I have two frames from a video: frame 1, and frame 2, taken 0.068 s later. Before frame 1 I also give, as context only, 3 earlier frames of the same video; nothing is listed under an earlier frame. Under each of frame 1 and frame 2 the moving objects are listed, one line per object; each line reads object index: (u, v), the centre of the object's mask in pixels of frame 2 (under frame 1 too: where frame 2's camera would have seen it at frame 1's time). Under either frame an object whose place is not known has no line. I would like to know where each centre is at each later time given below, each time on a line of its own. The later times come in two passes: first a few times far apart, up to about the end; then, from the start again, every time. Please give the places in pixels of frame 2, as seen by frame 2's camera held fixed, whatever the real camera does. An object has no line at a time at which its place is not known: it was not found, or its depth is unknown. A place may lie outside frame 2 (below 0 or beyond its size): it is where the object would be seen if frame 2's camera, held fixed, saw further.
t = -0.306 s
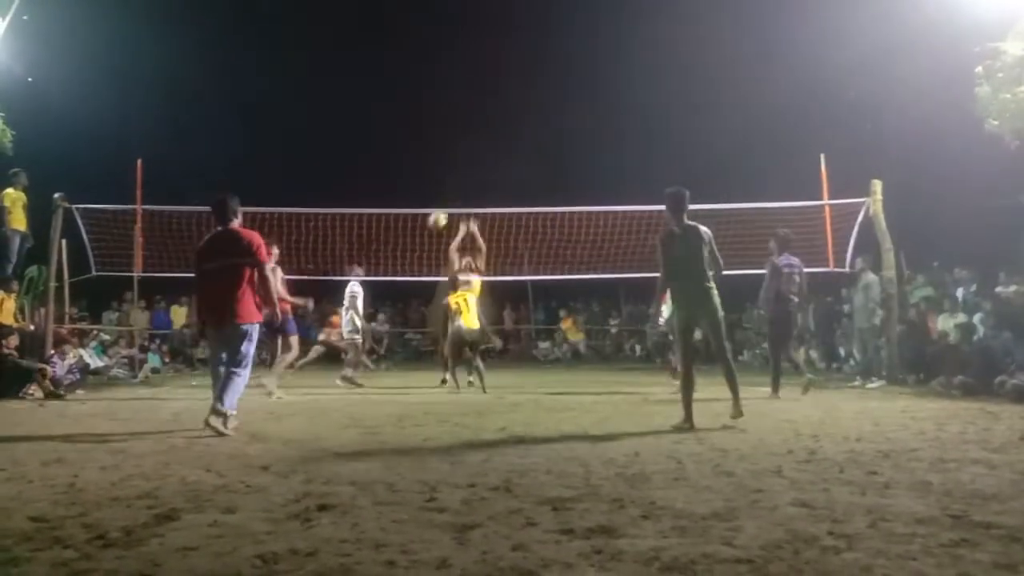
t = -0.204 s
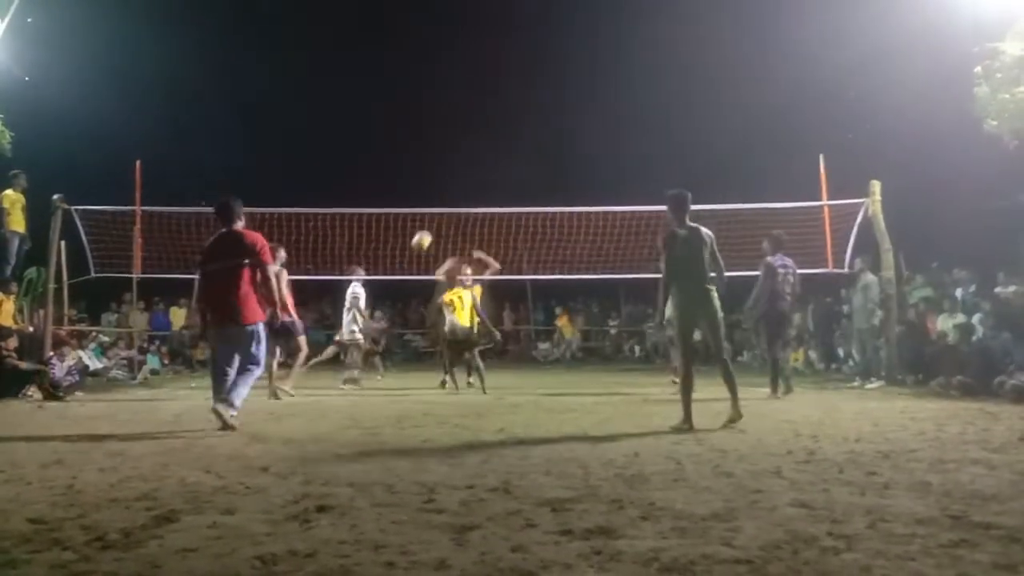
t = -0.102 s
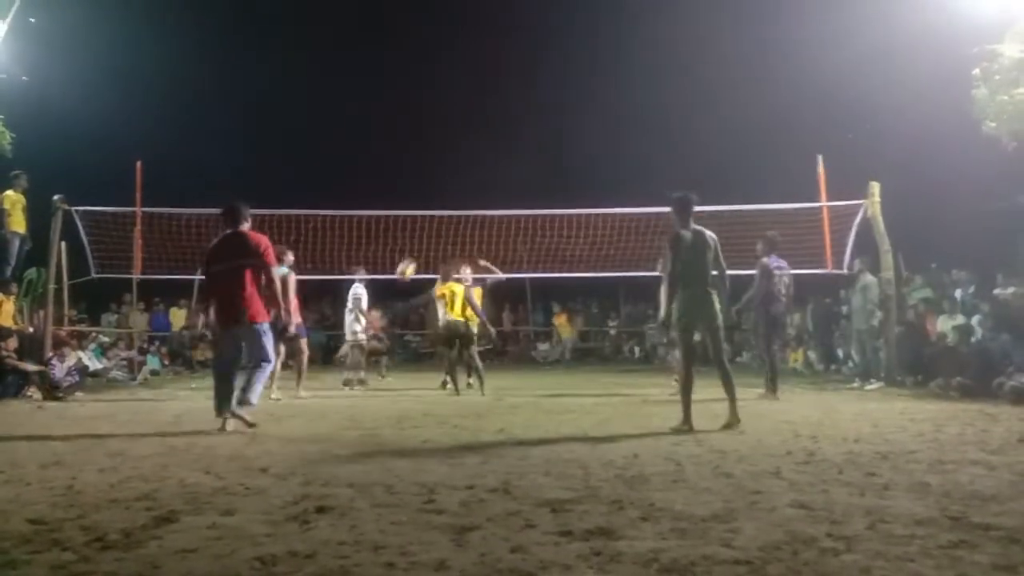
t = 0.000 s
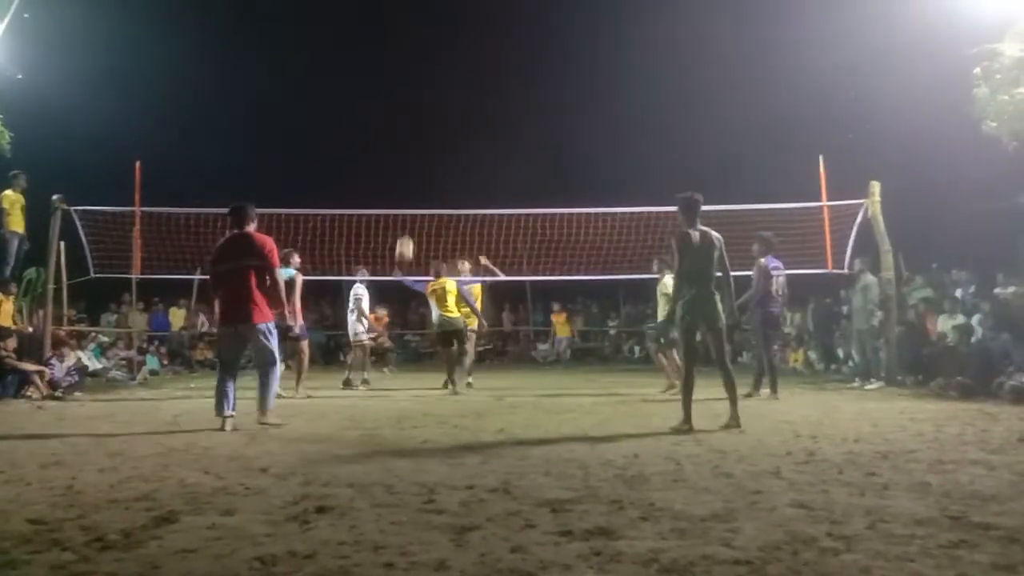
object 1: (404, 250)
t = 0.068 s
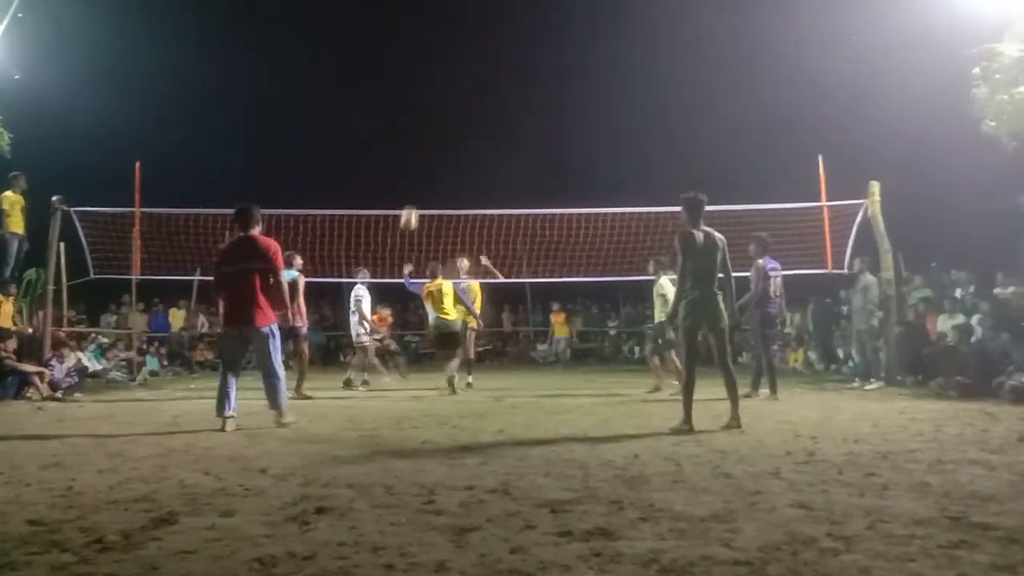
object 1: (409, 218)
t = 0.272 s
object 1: (423, 150)
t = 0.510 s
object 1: (439, 114)
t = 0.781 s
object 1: (455, 120)
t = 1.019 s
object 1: (467, 161)
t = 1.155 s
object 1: (474, 196)
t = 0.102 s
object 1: (412, 202)
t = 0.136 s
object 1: (414, 191)
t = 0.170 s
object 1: (417, 179)
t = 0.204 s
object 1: (419, 168)
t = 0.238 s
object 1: (421, 159)
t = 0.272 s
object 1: (423, 150)
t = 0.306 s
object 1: (426, 142)
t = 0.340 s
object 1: (428, 135)
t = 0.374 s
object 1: (430, 130)
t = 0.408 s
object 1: (432, 124)
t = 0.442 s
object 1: (435, 120)
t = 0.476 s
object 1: (437, 117)
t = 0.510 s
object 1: (439, 114)
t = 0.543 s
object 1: (440, 112)
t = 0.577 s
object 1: (443, 111)
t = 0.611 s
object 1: (445, 111)
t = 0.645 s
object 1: (447, 111)
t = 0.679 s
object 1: (449, 112)
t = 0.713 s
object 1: (451, 114)
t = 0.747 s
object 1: (453, 117)
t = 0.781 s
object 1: (455, 120)
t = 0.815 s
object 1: (457, 124)
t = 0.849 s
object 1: (459, 129)
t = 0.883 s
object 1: (461, 134)
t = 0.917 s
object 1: (462, 140)
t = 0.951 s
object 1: (464, 146)
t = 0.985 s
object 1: (466, 153)
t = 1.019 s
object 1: (467, 161)
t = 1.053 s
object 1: (469, 170)
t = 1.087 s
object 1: (471, 178)
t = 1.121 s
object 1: (472, 187)
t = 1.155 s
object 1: (474, 196)
